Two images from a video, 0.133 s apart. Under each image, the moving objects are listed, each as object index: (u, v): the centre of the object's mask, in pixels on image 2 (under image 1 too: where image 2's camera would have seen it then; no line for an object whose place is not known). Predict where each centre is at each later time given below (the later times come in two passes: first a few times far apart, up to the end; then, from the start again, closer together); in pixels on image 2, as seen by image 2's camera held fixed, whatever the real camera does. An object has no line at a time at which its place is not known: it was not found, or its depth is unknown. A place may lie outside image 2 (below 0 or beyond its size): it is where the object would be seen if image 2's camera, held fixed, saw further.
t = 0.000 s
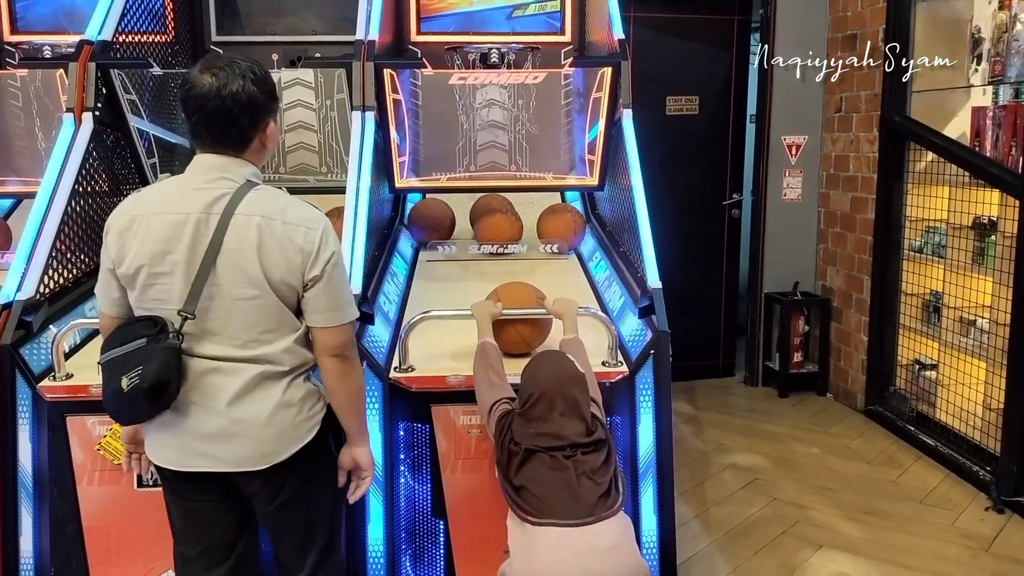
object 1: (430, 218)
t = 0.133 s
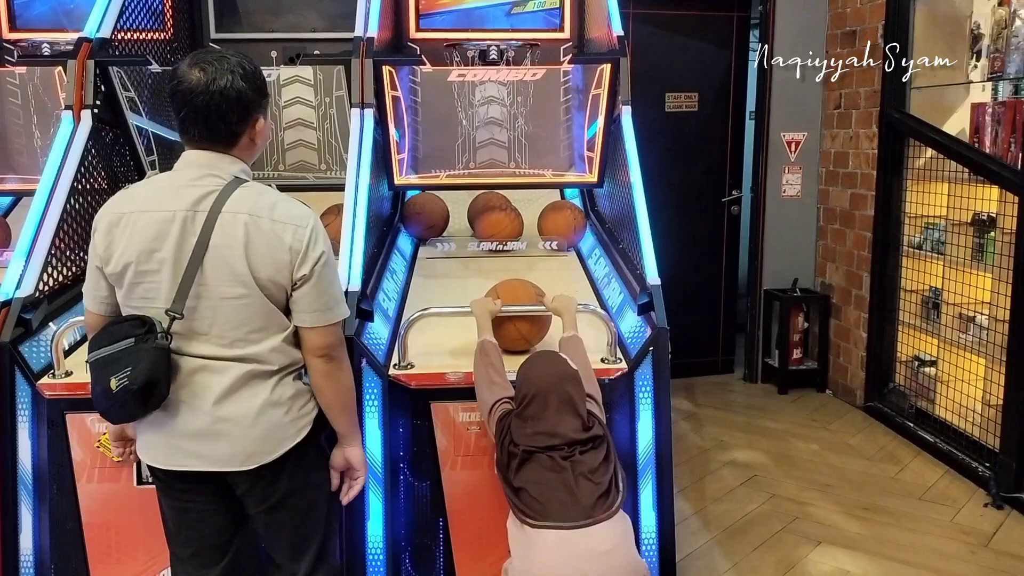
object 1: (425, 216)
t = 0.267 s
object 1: (430, 217)
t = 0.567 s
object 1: (436, 217)
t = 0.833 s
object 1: (433, 218)
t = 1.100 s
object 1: (426, 222)
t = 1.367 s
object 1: (428, 223)
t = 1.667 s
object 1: (432, 223)
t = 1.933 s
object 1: (430, 224)
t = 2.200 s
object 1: (426, 226)
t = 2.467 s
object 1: (425, 226)
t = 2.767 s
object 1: (424, 227)
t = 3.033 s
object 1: (424, 227)
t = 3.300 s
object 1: (424, 227)
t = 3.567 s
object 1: (424, 227)
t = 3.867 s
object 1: (424, 227)
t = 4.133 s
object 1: (423, 227)
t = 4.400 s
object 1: (423, 227)
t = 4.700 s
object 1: (423, 227)
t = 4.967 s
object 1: (424, 227)
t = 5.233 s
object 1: (424, 227)
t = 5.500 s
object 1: (424, 227)
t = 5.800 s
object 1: (424, 227)
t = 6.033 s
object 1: (424, 227)
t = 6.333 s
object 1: (424, 227)
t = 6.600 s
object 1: (424, 227)
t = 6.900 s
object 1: (424, 227)
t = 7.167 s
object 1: (425, 227)
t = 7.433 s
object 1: (425, 227)
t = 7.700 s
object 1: (424, 228)
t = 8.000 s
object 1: (424, 228)
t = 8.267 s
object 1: (424, 229)
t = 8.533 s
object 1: (424, 229)
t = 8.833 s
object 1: (423, 228)
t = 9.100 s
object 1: (422, 228)
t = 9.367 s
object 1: (422, 228)
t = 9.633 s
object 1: (422, 228)
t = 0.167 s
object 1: (426, 217)
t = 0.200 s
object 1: (427, 217)
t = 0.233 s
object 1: (429, 217)
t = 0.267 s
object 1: (430, 217)
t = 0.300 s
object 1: (432, 217)
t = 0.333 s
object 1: (433, 216)
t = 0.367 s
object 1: (434, 217)
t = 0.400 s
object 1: (436, 216)
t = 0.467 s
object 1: (437, 216)
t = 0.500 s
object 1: (436, 217)
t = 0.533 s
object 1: (436, 217)
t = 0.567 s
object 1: (436, 217)
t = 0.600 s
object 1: (435, 217)
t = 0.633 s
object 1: (435, 217)
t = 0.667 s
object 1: (435, 217)
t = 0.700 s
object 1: (434, 217)
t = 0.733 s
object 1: (434, 217)
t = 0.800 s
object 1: (433, 218)
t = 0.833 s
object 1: (433, 218)
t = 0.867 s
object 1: (432, 219)
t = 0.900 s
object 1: (431, 219)
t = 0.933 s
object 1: (431, 219)
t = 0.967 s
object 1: (430, 220)
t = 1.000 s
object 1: (429, 220)
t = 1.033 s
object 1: (428, 221)
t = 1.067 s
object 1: (427, 222)
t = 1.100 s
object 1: (426, 222)
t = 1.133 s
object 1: (425, 223)
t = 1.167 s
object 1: (424, 224)
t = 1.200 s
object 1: (424, 225)
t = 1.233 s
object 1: (424, 224)
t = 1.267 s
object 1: (424, 223)
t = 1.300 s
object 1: (425, 226)
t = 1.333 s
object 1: (426, 224)
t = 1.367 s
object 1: (428, 223)
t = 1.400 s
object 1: (429, 225)
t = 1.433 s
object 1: (430, 223)
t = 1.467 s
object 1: (431, 223)
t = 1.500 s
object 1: (431, 223)
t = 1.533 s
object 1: (431, 223)
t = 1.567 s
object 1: (431, 223)
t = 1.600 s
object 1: (432, 223)
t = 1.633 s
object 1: (432, 223)
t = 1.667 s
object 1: (432, 223)
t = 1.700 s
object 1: (431, 223)
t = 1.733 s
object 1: (431, 223)
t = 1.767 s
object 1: (431, 223)
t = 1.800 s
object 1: (431, 223)
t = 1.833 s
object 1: (431, 223)
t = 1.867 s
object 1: (430, 223)
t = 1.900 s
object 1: (430, 224)
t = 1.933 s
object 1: (430, 224)
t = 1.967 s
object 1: (429, 224)
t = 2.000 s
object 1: (429, 226)
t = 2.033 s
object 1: (429, 226)
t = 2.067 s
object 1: (428, 226)
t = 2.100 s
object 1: (428, 226)
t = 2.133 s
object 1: (427, 226)
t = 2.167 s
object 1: (427, 226)
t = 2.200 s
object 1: (426, 226)
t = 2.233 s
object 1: (425, 227)
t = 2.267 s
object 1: (425, 227)
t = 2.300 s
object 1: (425, 227)
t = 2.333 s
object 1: (425, 227)
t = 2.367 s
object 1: (425, 227)
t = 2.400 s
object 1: (425, 227)
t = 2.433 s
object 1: (425, 227)
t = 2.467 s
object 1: (425, 226)
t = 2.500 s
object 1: (425, 227)
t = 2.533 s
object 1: (425, 227)
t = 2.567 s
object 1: (425, 227)
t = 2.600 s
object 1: (425, 227)
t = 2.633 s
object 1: (425, 227)
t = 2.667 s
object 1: (425, 227)
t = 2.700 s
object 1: (425, 227)
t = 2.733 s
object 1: (425, 227)
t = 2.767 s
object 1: (424, 227)
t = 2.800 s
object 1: (424, 227)
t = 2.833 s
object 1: (425, 227)
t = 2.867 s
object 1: (425, 227)
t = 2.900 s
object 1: (424, 227)
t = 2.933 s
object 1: (425, 227)
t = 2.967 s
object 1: (424, 227)
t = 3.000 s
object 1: (424, 227)
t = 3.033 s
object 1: (424, 227)
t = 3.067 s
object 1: (424, 227)
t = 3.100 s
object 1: (424, 227)
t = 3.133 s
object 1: (424, 227)
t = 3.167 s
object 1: (424, 227)
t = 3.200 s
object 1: (424, 227)
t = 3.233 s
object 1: (424, 227)
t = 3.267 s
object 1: (424, 227)
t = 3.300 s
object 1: (424, 227)
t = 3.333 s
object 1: (424, 227)
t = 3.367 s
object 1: (424, 227)
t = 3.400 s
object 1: (424, 227)
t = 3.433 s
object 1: (424, 227)
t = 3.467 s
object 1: (424, 227)
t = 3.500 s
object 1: (424, 227)
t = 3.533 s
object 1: (424, 227)
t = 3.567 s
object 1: (424, 227)
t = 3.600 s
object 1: (424, 227)
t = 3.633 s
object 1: (424, 227)
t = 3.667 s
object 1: (424, 227)
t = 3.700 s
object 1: (424, 227)
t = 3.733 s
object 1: (424, 227)
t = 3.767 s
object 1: (424, 227)
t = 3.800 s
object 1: (424, 227)
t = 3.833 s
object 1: (424, 227)
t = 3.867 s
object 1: (424, 227)
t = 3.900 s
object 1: (423, 227)
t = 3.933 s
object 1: (423, 227)
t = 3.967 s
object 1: (424, 227)
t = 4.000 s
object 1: (423, 227)
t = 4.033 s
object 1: (423, 227)
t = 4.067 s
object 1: (423, 227)
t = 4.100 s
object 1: (423, 227)
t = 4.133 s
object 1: (423, 227)
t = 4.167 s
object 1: (423, 227)
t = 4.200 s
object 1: (423, 227)
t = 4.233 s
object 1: (423, 227)
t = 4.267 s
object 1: (423, 227)
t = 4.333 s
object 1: (423, 227)
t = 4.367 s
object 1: (423, 227)
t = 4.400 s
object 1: (423, 227)
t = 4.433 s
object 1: (423, 227)
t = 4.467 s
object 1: (423, 227)
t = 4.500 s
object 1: (423, 227)
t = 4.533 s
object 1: (423, 227)
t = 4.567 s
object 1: (423, 227)
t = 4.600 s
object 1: (423, 227)
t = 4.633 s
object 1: (423, 227)
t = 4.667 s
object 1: (423, 227)
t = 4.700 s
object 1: (423, 227)
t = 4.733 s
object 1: (423, 227)
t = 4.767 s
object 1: (424, 227)
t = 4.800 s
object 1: (424, 227)
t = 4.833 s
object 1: (424, 227)
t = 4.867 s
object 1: (424, 227)
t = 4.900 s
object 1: (424, 227)
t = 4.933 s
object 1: (424, 227)
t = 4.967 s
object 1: (424, 227)
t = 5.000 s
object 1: (424, 227)
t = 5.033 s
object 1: (424, 227)
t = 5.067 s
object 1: (424, 227)
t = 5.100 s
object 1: (424, 227)
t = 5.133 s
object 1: (424, 227)
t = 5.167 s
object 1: (424, 227)
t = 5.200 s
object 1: (424, 227)
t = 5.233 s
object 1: (424, 227)
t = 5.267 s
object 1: (424, 227)
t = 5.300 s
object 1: (424, 227)
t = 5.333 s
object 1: (424, 227)
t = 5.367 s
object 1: (424, 227)
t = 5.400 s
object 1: (424, 227)
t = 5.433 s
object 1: (424, 227)
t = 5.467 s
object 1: (424, 227)
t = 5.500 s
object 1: (424, 227)
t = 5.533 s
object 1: (424, 227)
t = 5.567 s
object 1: (424, 227)
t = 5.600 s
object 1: (424, 227)
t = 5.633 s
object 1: (424, 227)
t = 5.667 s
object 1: (424, 227)
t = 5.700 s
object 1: (424, 227)
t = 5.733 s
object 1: (424, 227)
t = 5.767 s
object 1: (424, 227)
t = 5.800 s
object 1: (424, 227)
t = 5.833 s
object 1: (424, 227)
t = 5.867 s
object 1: (424, 227)
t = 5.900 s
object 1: (424, 227)
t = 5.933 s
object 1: (424, 227)
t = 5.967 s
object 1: (424, 227)
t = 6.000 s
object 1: (424, 227)
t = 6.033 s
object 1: (424, 227)
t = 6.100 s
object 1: (424, 227)
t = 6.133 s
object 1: (424, 227)
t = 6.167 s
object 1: (424, 227)
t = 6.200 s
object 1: (424, 227)
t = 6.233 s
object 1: (424, 227)
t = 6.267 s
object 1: (424, 227)
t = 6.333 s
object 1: (424, 227)
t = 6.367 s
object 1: (424, 227)
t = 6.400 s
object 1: (424, 227)
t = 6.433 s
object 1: (424, 227)
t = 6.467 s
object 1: (424, 227)
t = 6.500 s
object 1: (424, 227)
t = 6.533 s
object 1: (424, 227)
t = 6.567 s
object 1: (424, 227)
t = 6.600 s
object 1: (424, 227)
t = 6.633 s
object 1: (424, 227)
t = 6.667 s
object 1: (424, 227)
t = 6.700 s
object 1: (424, 227)
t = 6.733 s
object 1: (424, 227)
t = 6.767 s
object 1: (424, 227)
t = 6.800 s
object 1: (424, 227)
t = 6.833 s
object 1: (424, 227)
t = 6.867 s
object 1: (424, 227)
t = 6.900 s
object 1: (424, 227)
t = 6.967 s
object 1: (425, 227)
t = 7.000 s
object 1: (425, 227)
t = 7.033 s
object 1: (425, 227)
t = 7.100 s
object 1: (425, 227)
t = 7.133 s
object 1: (425, 227)
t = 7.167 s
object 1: (425, 227)
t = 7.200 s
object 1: (425, 227)
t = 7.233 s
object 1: (425, 227)
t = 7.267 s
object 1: (425, 227)
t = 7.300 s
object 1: (425, 227)
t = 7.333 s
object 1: (425, 227)
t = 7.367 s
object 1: (425, 227)
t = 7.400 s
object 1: (425, 227)
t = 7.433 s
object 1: (425, 227)
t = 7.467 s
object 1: (424, 226)
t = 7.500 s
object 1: (424, 226)
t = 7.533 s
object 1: (424, 226)
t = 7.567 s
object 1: (424, 227)
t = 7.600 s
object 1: (424, 227)
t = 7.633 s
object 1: (424, 228)
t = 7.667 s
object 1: (424, 228)
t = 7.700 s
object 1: (424, 228)
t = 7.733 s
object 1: (424, 228)
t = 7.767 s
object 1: (424, 228)
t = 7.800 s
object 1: (424, 228)
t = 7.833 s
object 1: (424, 228)
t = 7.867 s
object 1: (424, 228)
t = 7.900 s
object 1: (423, 226)
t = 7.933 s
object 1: (423, 227)
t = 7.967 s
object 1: (424, 228)
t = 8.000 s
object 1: (424, 228)
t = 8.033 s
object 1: (424, 228)
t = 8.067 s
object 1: (424, 228)
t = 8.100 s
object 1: (423, 227)
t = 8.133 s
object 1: (423, 227)
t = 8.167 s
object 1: (424, 229)
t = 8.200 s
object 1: (423, 227)
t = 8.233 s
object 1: (423, 227)
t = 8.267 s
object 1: (424, 229)
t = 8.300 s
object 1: (424, 229)
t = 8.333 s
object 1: (424, 229)
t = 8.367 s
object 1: (424, 229)
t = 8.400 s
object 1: (424, 229)
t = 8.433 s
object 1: (423, 227)
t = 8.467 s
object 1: (424, 229)
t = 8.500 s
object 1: (423, 227)
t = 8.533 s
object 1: (424, 229)
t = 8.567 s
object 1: (424, 228)
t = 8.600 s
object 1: (424, 228)
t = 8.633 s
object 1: (424, 228)
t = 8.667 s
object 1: (424, 228)
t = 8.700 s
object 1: (424, 228)
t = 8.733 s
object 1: (424, 228)
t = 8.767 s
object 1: (424, 228)
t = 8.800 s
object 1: (423, 228)
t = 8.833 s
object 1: (423, 228)
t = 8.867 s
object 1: (423, 228)
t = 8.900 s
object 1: (423, 228)
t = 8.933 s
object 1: (423, 228)
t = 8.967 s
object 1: (423, 228)
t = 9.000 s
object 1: (423, 228)
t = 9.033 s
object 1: (423, 228)
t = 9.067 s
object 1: (423, 228)
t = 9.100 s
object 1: (422, 228)
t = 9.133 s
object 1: (422, 228)
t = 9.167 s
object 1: (422, 228)
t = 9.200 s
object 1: (422, 228)
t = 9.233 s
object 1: (422, 228)
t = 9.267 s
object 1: (422, 228)
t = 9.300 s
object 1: (422, 228)
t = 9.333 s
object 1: (422, 228)
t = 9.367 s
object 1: (422, 228)
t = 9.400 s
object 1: (422, 228)
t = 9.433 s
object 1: (422, 228)
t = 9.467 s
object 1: (422, 228)
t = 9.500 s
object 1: (422, 228)
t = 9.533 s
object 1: (422, 228)
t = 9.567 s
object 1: (422, 228)
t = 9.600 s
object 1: (422, 228)
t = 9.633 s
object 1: (422, 228)
